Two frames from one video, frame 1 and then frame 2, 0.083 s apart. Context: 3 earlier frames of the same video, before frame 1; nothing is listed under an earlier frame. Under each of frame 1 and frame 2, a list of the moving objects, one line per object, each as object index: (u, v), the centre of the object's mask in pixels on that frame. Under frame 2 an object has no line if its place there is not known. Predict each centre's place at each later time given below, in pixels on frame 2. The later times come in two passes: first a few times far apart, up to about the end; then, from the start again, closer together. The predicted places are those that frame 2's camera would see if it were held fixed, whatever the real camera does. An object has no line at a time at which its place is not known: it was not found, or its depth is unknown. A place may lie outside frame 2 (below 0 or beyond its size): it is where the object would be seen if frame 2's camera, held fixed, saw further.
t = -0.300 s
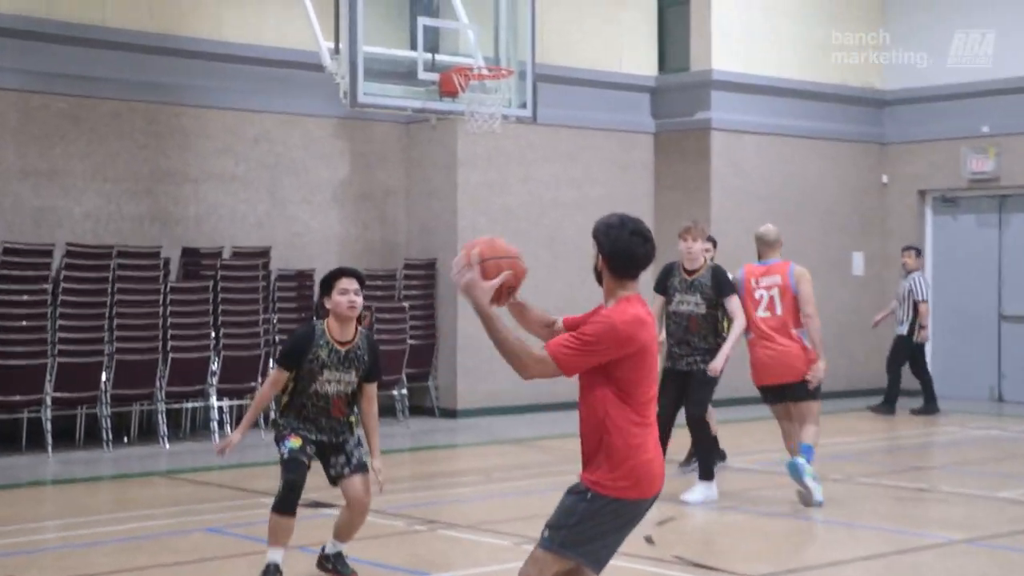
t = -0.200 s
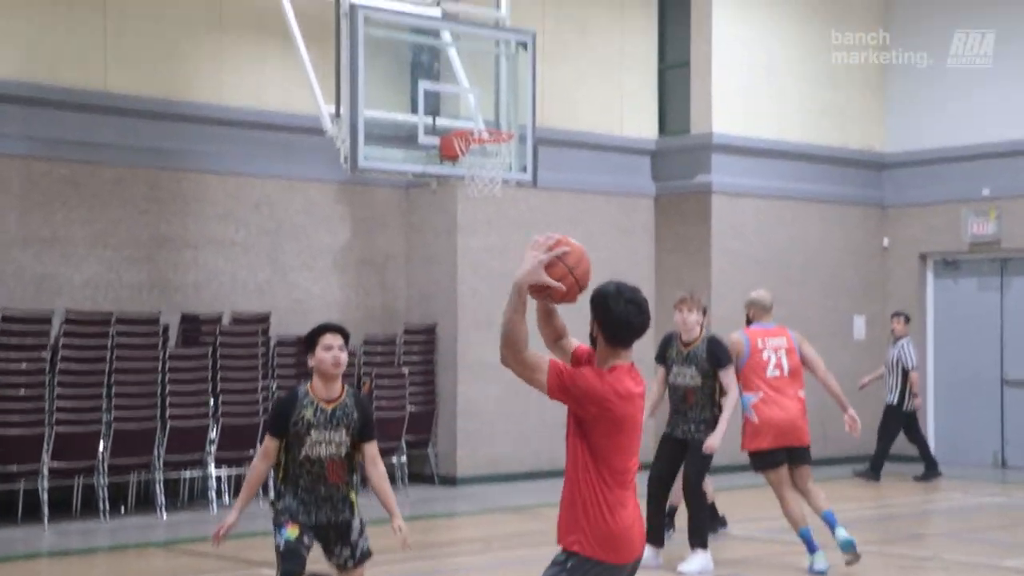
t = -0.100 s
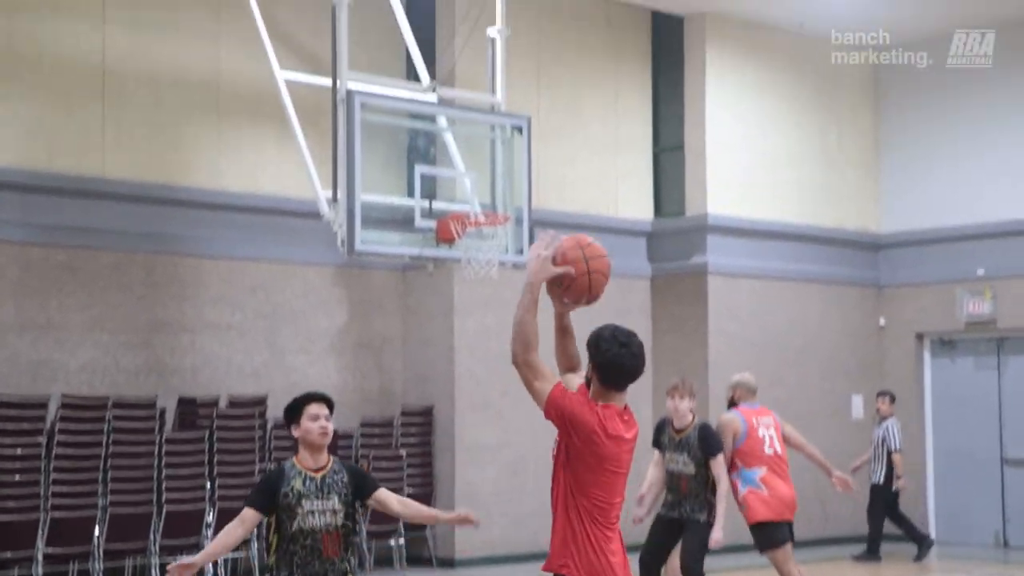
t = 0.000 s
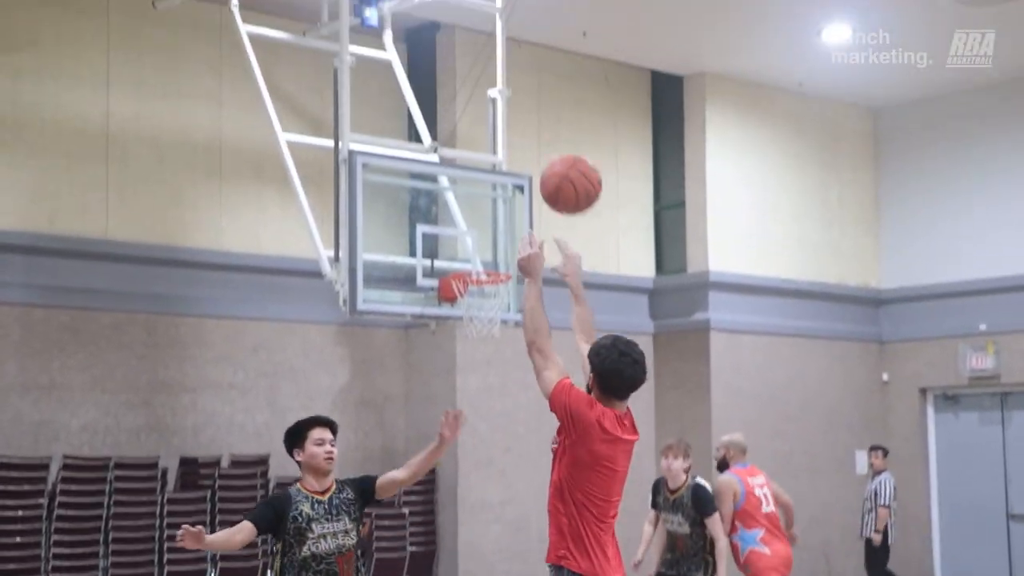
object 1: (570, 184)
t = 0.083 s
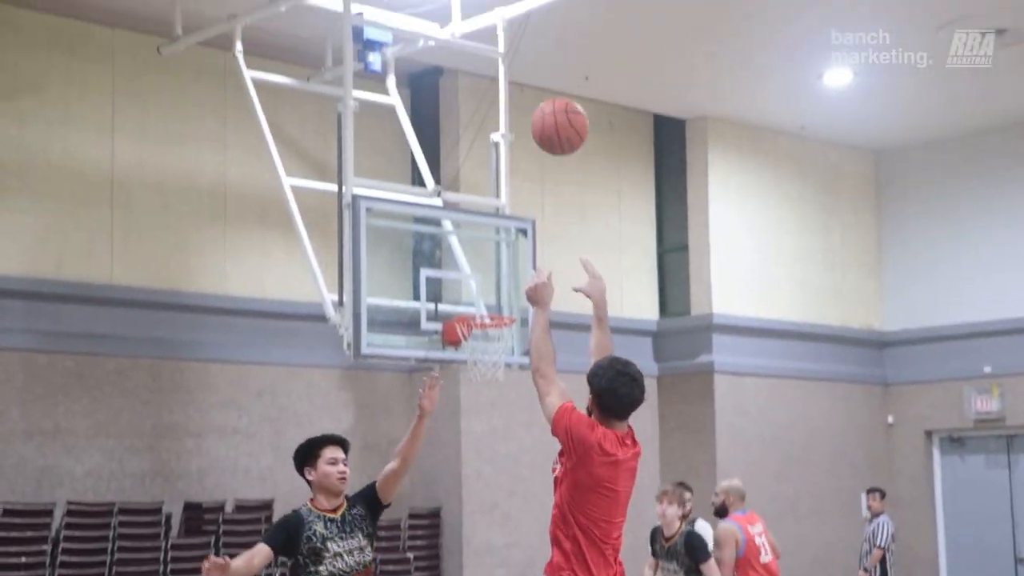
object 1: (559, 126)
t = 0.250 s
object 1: (539, 8)
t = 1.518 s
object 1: (493, 437)
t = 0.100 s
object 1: (557, 110)
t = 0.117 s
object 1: (555, 95)
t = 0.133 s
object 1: (553, 81)
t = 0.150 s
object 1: (551, 69)
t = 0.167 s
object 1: (548, 56)
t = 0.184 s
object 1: (546, 45)
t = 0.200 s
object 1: (545, 34)
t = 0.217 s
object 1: (543, 25)
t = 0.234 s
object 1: (541, 16)
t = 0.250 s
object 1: (539, 8)
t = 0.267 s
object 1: (537, 0)
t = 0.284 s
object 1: (536, -6)
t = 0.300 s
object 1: (534, -12)
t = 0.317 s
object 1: (532, -16)
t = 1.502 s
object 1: (491, 428)
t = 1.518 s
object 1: (493, 437)
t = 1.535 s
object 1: (494, 445)
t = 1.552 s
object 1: (495, 454)
